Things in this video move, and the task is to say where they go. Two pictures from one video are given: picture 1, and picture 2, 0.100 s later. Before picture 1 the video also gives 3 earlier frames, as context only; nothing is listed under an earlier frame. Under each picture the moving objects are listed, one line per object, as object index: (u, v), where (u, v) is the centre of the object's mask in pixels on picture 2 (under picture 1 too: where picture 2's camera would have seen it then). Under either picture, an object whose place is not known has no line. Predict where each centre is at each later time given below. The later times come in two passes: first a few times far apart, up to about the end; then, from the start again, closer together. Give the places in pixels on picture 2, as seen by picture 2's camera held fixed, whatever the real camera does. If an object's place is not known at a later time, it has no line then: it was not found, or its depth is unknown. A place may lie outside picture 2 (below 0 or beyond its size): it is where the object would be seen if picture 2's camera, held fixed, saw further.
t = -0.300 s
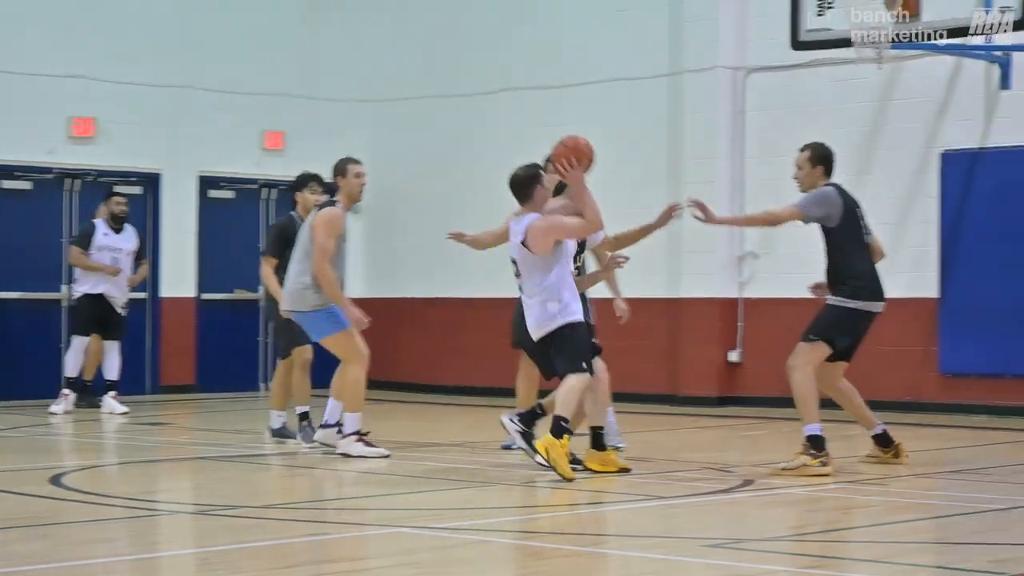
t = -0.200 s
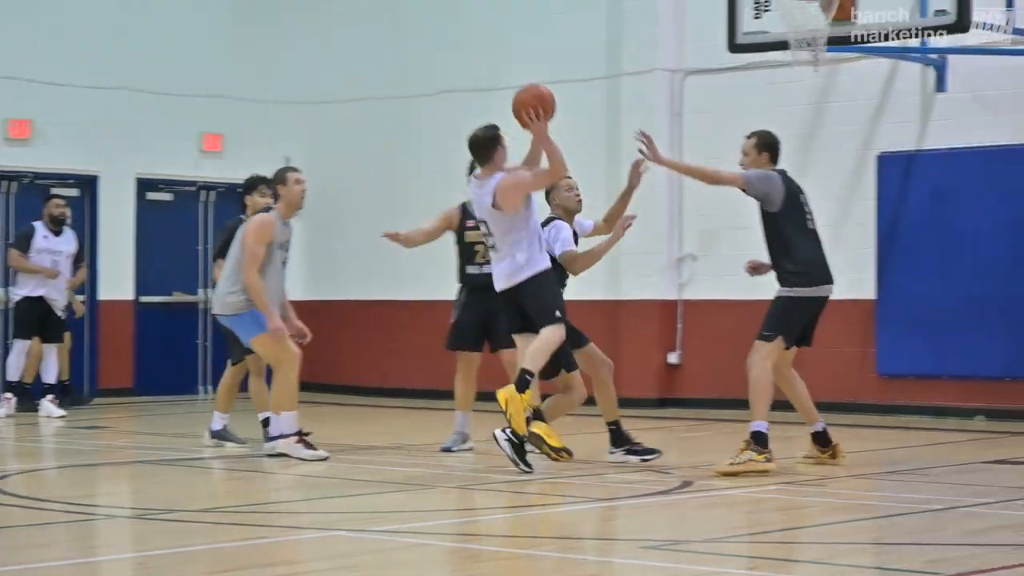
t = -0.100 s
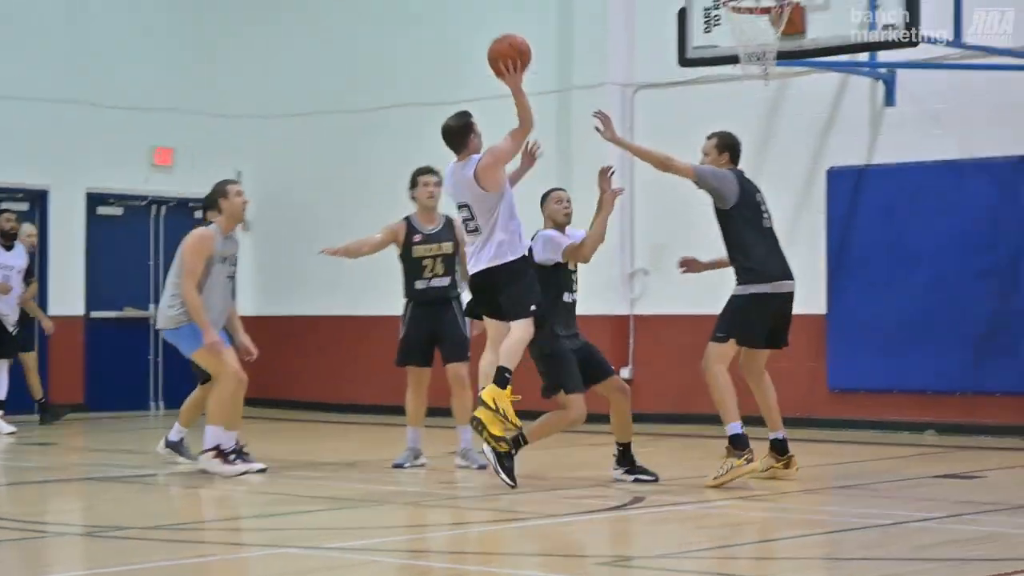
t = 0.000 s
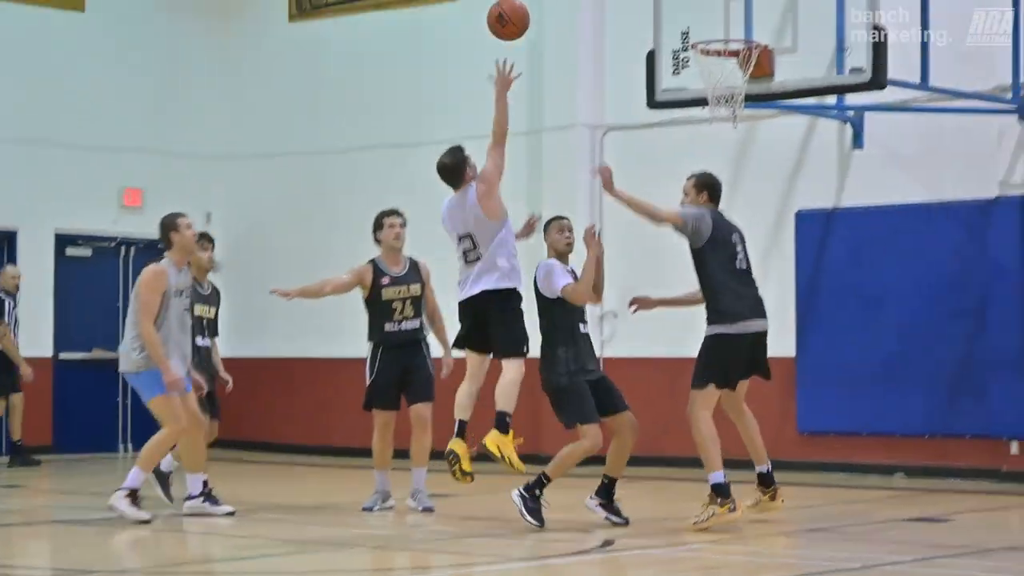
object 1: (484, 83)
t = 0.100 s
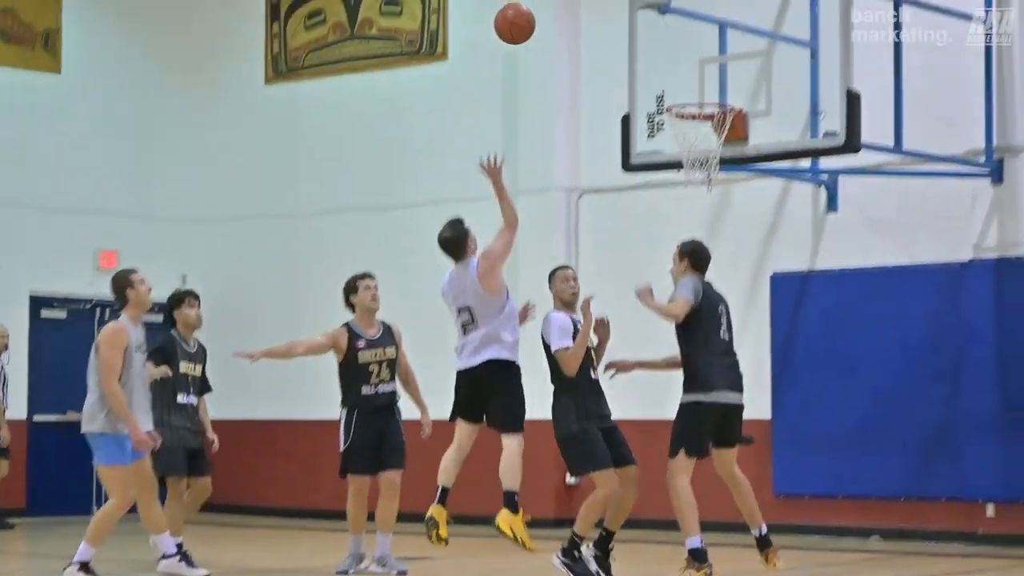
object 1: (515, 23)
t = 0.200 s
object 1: (544, -16)
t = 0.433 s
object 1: (603, -36)
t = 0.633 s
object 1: (648, 11)
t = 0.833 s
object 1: (690, 110)
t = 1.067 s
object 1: (741, 206)
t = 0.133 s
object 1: (524, 9)
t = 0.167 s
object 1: (534, -5)
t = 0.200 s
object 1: (544, -16)
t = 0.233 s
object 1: (552, -24)
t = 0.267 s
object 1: (561, -31)
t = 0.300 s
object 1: (570, -35)
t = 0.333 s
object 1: (578, -38)
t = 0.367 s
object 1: (587, -39)
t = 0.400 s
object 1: (595, -38)
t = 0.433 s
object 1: (603, -36)
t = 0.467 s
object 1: (611, -32)
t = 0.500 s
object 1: (619, -27)
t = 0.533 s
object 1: (626, -19)
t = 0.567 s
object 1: (634, -11)
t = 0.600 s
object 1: (641, 0)
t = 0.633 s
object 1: (648, 11)
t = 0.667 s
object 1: (656, 24)
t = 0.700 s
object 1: (663, 39)
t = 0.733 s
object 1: (670, 55)
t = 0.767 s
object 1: (677, 72)
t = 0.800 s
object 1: (684, 90)
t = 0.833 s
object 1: (690, 110)
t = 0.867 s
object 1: (698, 129)
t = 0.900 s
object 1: (706, 144)
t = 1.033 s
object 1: (734, 191)
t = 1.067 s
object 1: (741, 206)
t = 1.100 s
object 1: (748, 223)
